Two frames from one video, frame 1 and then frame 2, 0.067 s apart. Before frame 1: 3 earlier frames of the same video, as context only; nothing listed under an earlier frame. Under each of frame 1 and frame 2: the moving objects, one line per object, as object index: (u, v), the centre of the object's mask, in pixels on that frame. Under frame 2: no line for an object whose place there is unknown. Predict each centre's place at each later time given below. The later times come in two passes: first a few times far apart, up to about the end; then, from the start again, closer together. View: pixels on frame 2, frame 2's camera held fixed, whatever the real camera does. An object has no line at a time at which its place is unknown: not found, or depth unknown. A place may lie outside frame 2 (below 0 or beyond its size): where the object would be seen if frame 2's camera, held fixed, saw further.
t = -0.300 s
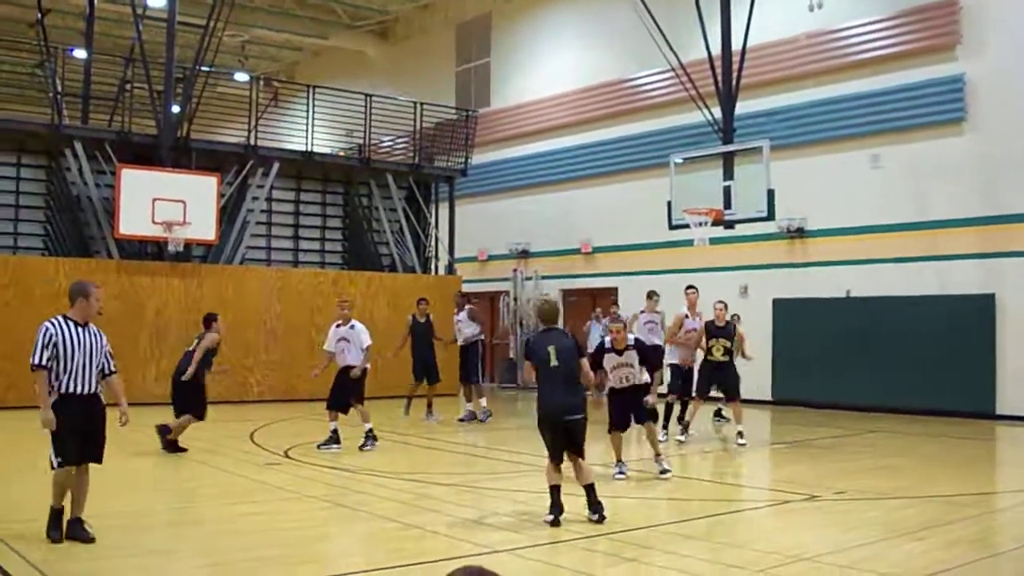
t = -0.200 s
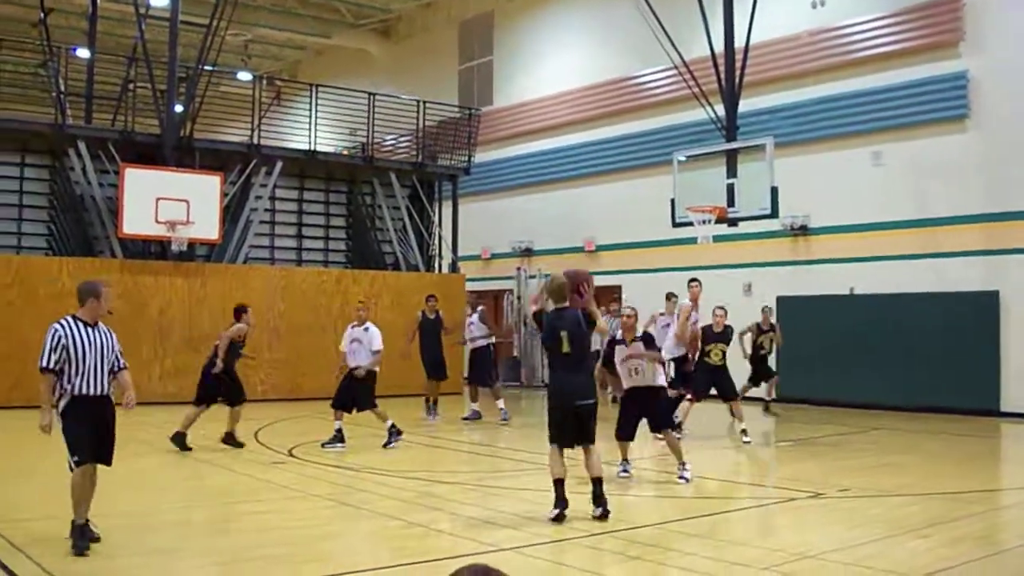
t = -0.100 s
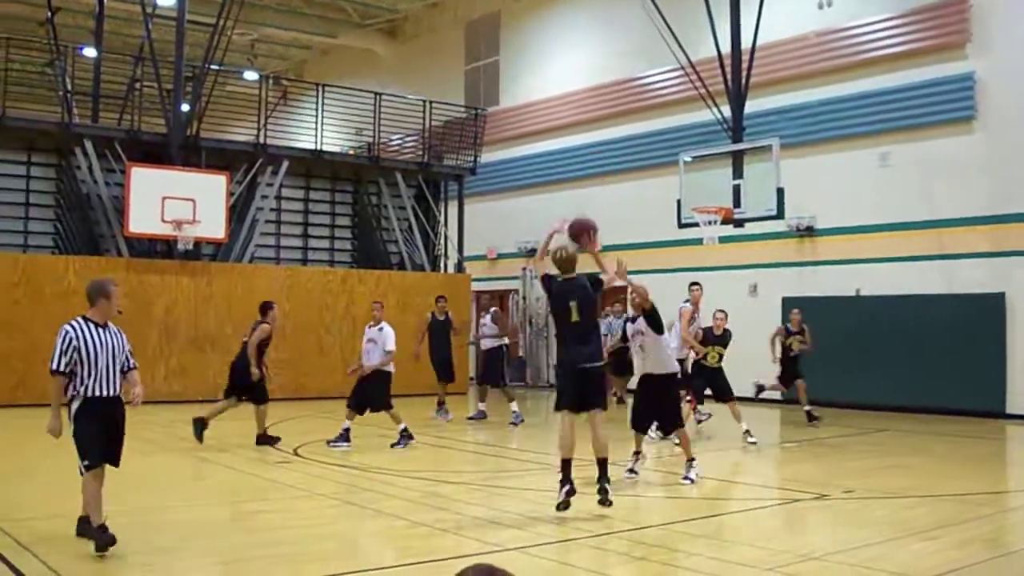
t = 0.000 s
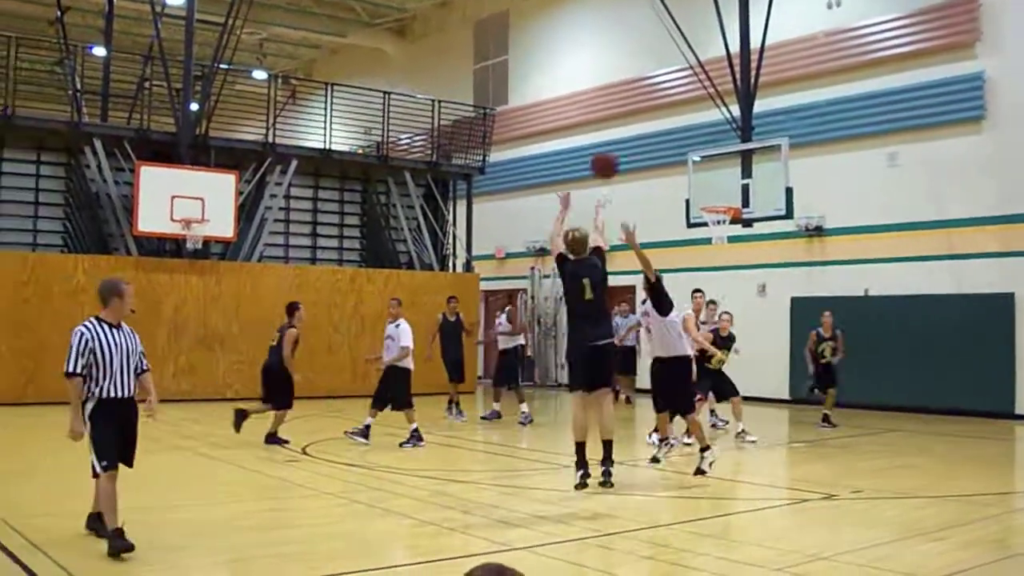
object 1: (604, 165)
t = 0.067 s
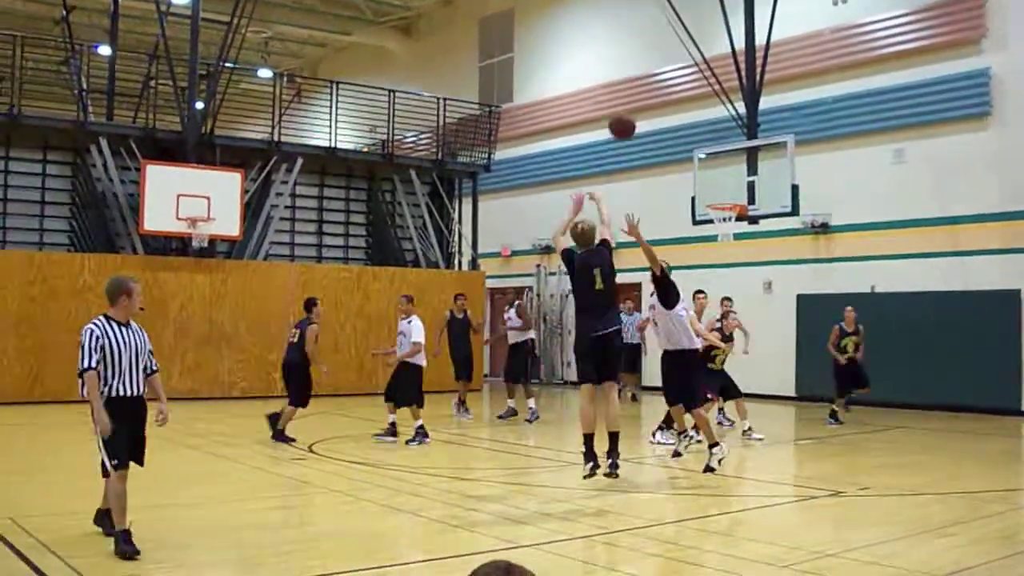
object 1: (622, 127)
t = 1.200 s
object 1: (720, 221)
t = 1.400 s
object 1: (699, 234)
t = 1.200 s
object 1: (720, 221)
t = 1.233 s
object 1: (718, 224)
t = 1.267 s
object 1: (712, 226)
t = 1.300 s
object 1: (709, 227)
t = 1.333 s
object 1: (706, 229)
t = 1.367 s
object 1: (702, 231)
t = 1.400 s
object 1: (699, 234)
